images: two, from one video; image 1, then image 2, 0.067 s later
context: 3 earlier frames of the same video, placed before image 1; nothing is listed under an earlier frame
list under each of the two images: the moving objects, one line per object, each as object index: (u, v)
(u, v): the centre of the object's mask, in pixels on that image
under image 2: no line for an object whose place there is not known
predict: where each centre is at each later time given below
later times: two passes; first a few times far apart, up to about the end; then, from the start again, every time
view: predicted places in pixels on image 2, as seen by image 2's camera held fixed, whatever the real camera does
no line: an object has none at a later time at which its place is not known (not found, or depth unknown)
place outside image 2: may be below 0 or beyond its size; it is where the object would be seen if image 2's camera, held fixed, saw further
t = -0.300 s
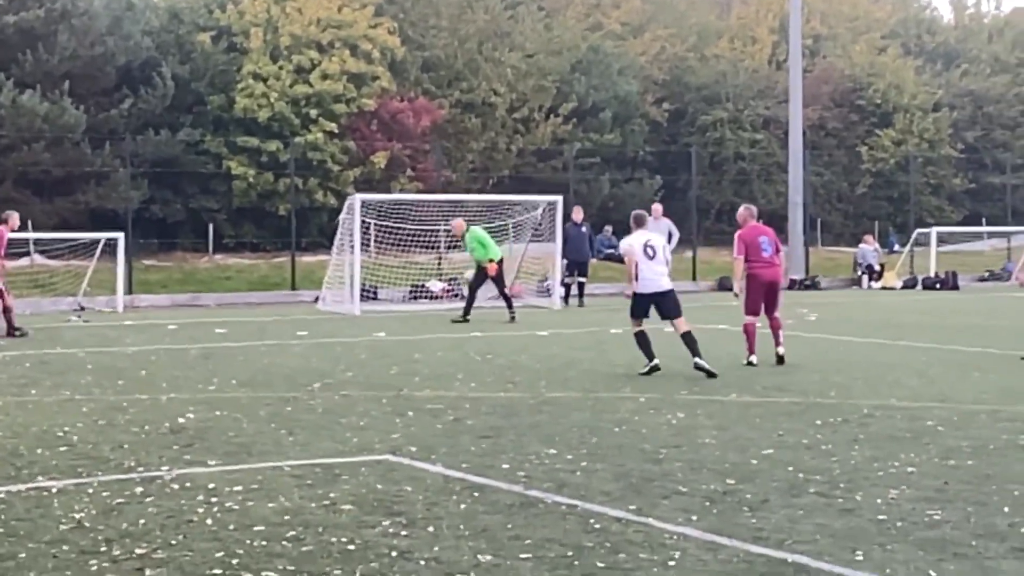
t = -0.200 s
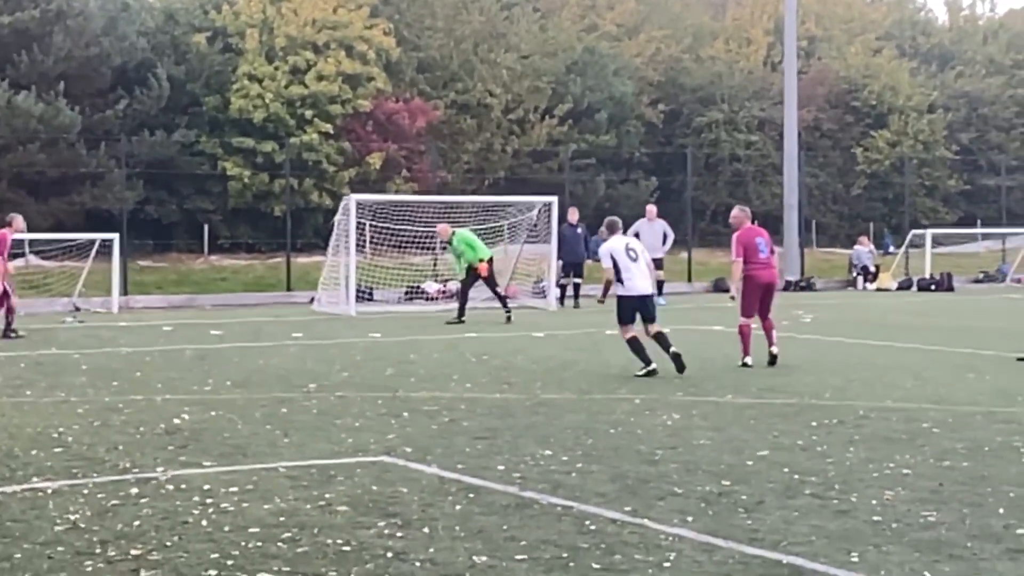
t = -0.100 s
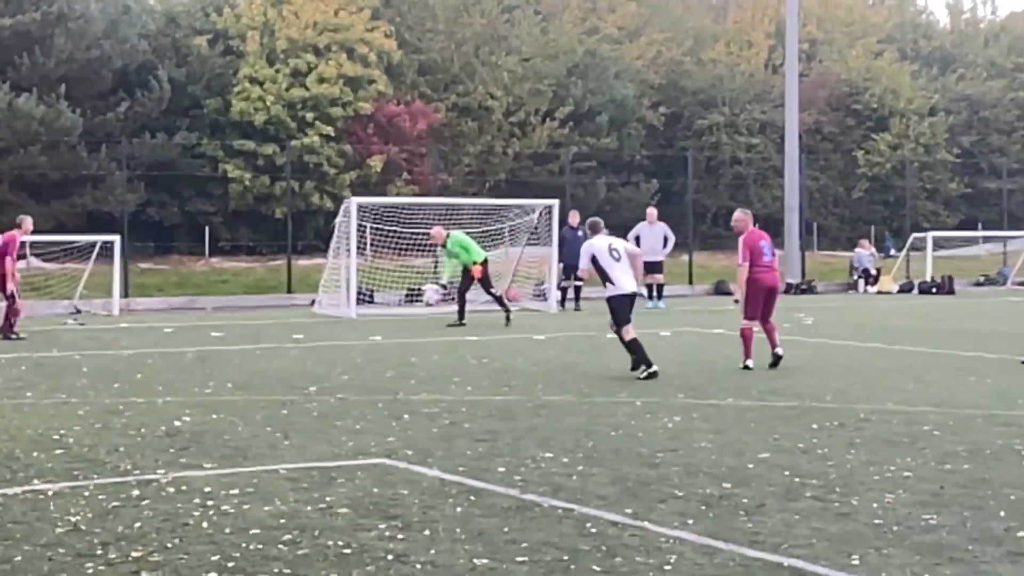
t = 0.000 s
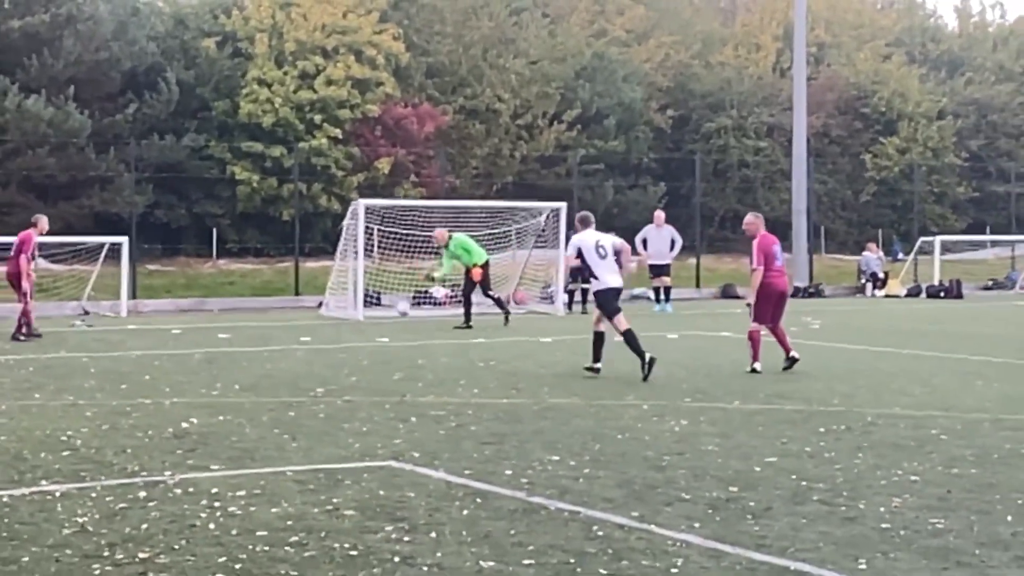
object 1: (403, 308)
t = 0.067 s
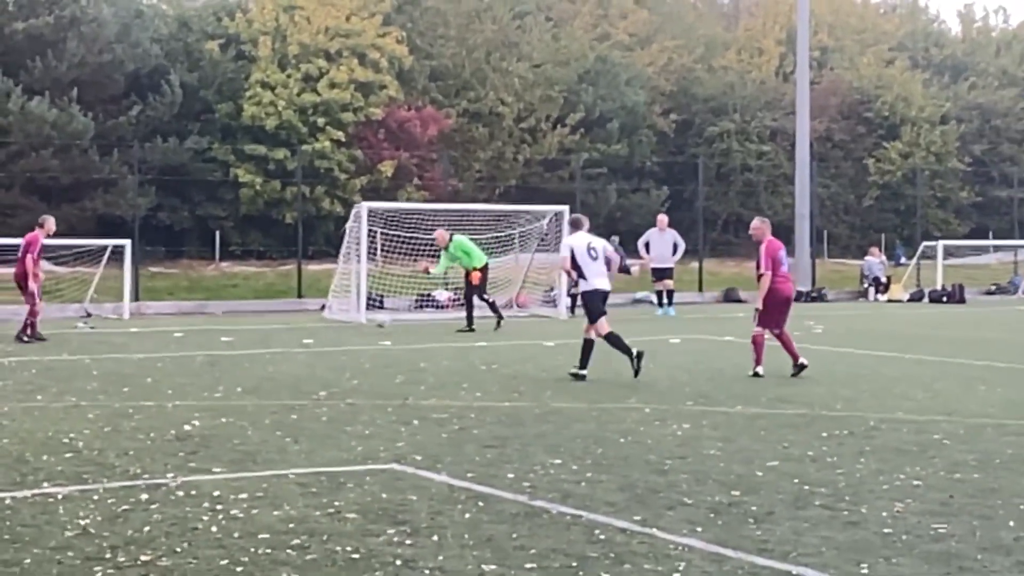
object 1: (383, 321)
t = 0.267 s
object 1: (324, 315)
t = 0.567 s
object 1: (246, 326)
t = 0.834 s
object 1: (171, 332)
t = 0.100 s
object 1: (371, 326)
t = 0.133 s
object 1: (362, 327)
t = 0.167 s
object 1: (352, 322)
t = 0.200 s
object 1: (343, 320)
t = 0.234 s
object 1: (333, 316)
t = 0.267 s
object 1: (324, 315)
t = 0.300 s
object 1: (317, 315)
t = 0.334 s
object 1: (308, 314)
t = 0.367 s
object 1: (299, 316)
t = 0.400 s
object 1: (289, 317)
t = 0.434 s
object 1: (281, 320)
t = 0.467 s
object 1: (272, 323)
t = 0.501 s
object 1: (263, 328)
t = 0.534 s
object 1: (254, 329)
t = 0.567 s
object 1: (246, 326)
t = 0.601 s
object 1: (237, 323)
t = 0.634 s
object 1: (226, 322)
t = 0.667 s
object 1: (217, 321)
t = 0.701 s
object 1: (208, 322)
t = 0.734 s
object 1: (199, 323)
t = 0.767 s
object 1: (190, 324)
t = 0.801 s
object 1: (181, 327)
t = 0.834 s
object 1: (171, 332)
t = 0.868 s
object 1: (164, 331)
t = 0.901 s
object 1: (153, 328)
